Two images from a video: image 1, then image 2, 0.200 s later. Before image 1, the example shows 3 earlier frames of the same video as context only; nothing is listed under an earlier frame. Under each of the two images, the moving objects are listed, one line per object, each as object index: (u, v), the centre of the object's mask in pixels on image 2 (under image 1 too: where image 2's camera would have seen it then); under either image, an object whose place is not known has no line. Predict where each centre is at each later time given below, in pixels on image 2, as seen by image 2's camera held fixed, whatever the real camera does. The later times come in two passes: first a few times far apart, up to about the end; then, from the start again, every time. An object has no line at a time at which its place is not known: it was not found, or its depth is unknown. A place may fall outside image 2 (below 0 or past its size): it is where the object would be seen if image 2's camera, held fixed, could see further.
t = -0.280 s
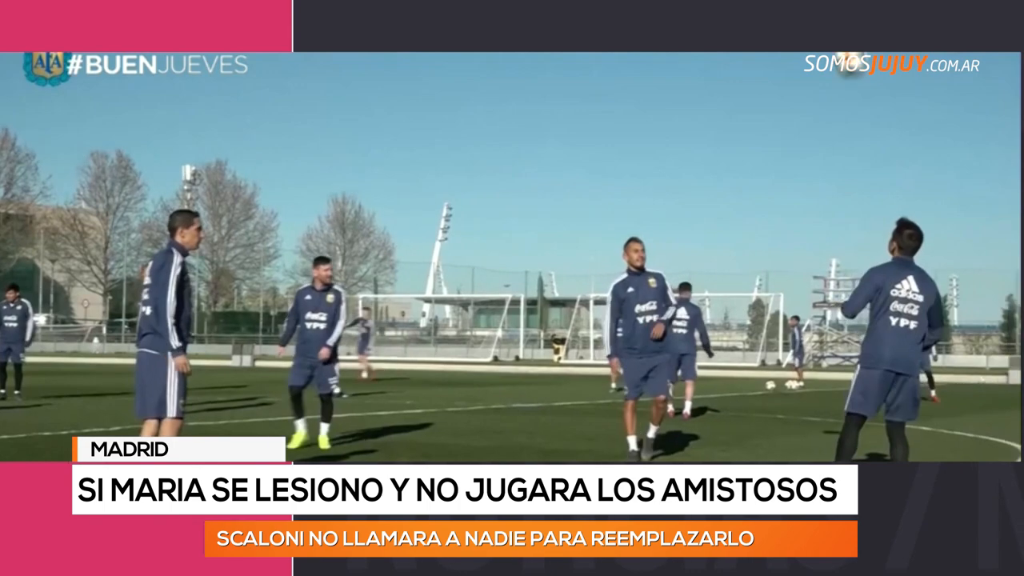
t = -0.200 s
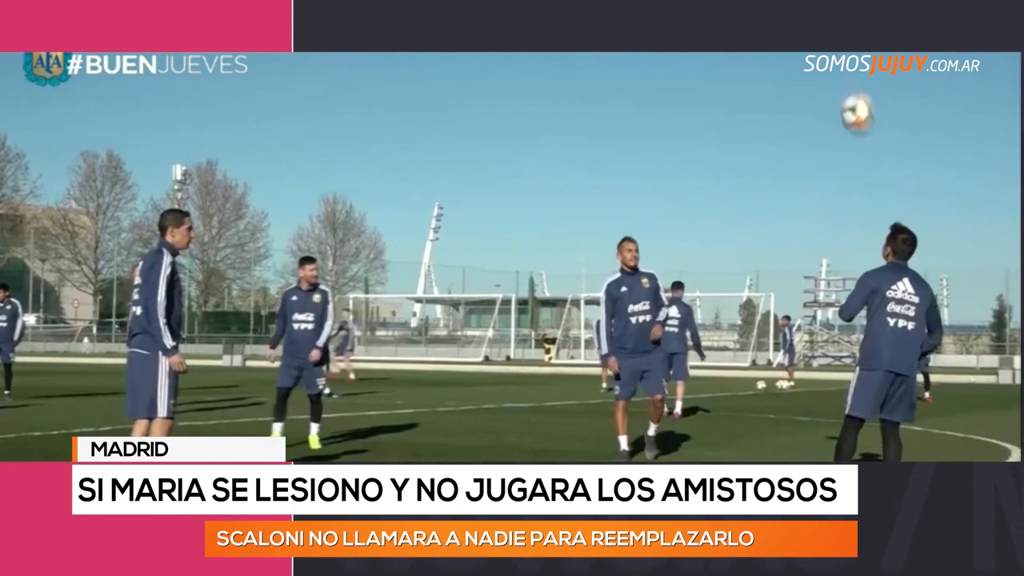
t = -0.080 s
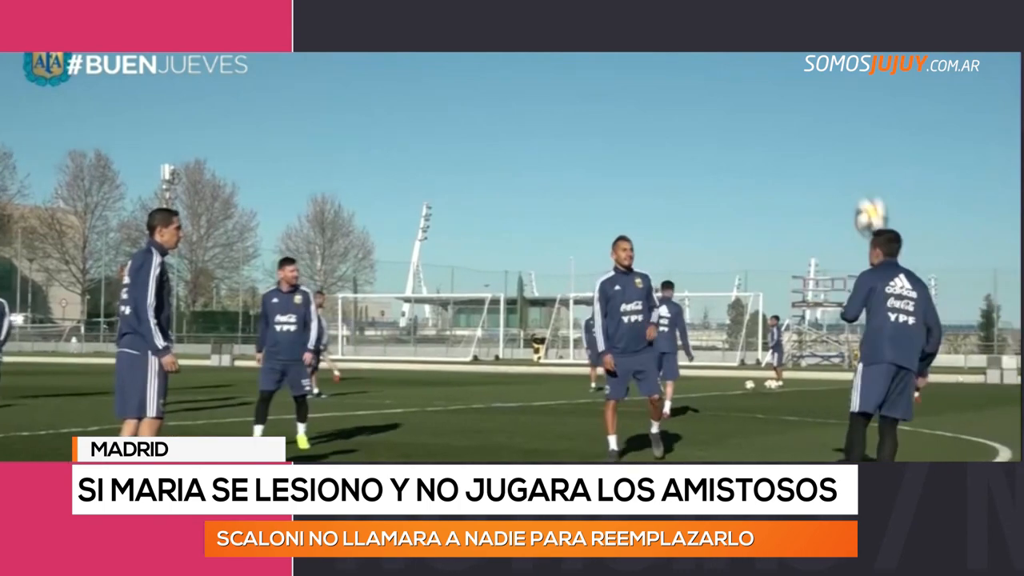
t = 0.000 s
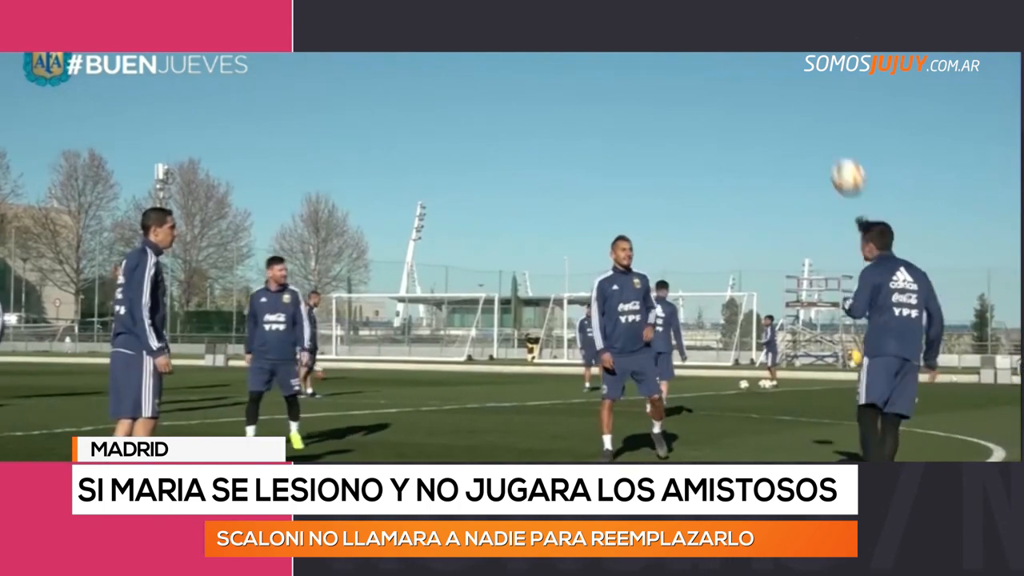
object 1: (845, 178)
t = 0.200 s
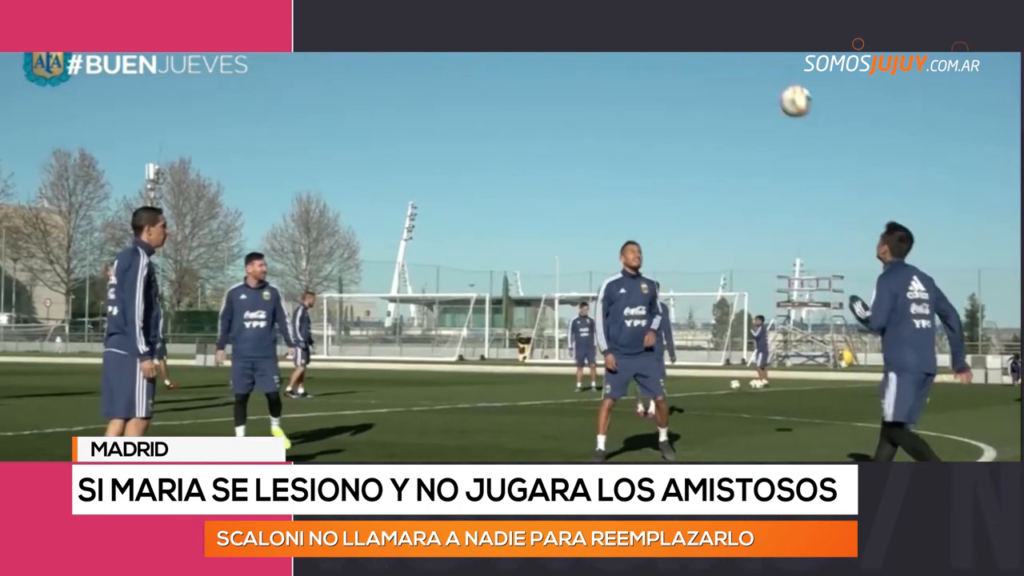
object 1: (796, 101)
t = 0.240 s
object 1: (787, 94)
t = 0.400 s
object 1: (756, 86)
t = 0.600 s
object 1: (723, 124)
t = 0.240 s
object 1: (787, 94)
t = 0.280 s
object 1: (779, 88)
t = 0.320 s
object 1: (771, 86)
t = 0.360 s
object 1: (764, 85)
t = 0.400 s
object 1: (756, 86)
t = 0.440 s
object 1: (749, 90)
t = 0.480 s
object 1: (743, 95)
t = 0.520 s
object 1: (736, 103)
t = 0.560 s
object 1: (730, 113)
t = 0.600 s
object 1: (723, 124)
